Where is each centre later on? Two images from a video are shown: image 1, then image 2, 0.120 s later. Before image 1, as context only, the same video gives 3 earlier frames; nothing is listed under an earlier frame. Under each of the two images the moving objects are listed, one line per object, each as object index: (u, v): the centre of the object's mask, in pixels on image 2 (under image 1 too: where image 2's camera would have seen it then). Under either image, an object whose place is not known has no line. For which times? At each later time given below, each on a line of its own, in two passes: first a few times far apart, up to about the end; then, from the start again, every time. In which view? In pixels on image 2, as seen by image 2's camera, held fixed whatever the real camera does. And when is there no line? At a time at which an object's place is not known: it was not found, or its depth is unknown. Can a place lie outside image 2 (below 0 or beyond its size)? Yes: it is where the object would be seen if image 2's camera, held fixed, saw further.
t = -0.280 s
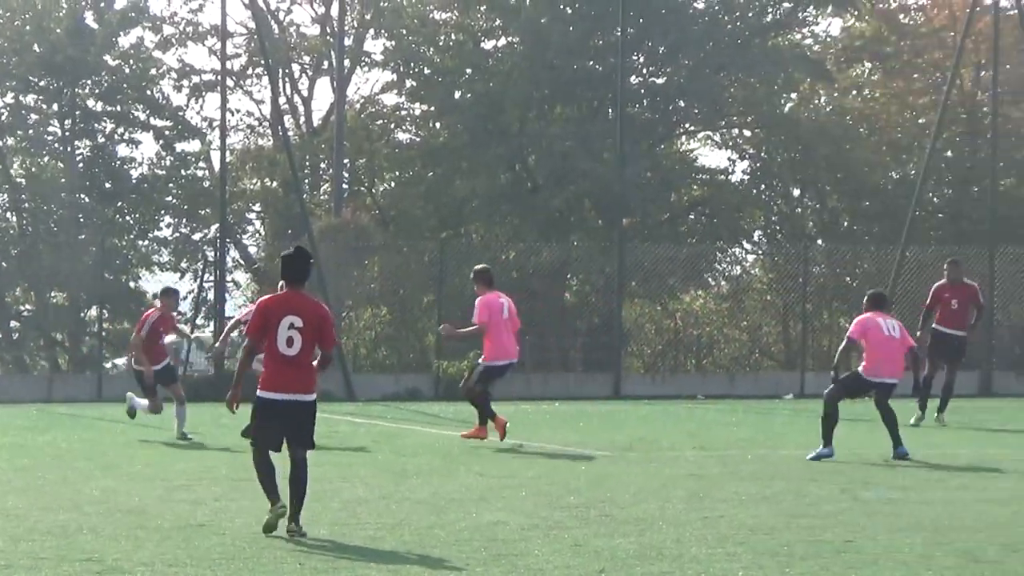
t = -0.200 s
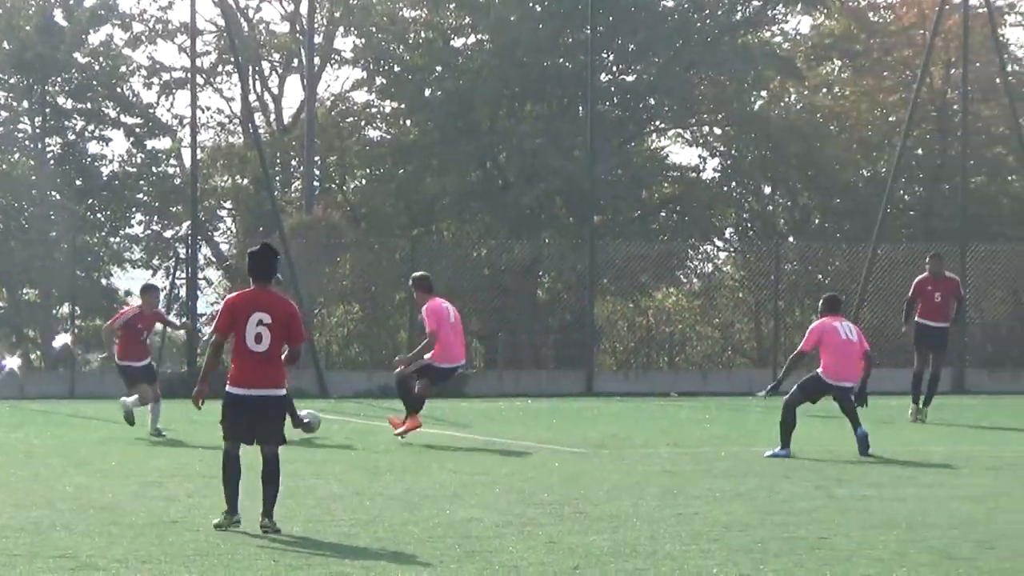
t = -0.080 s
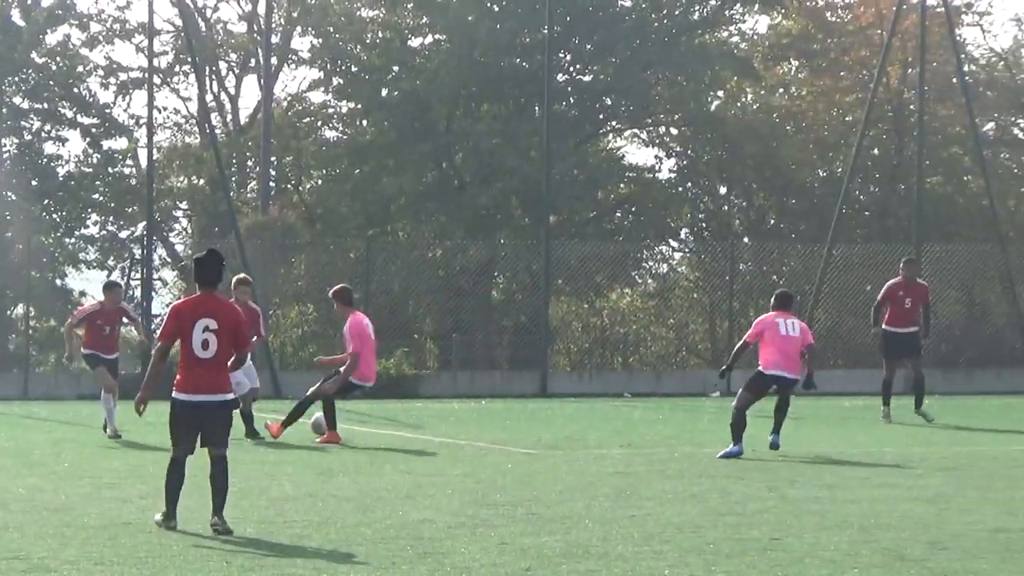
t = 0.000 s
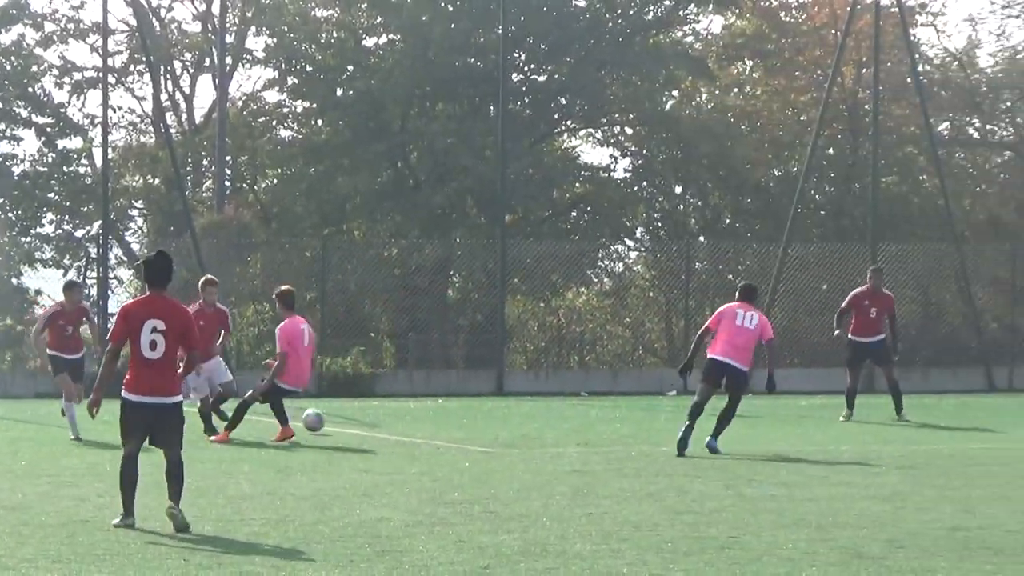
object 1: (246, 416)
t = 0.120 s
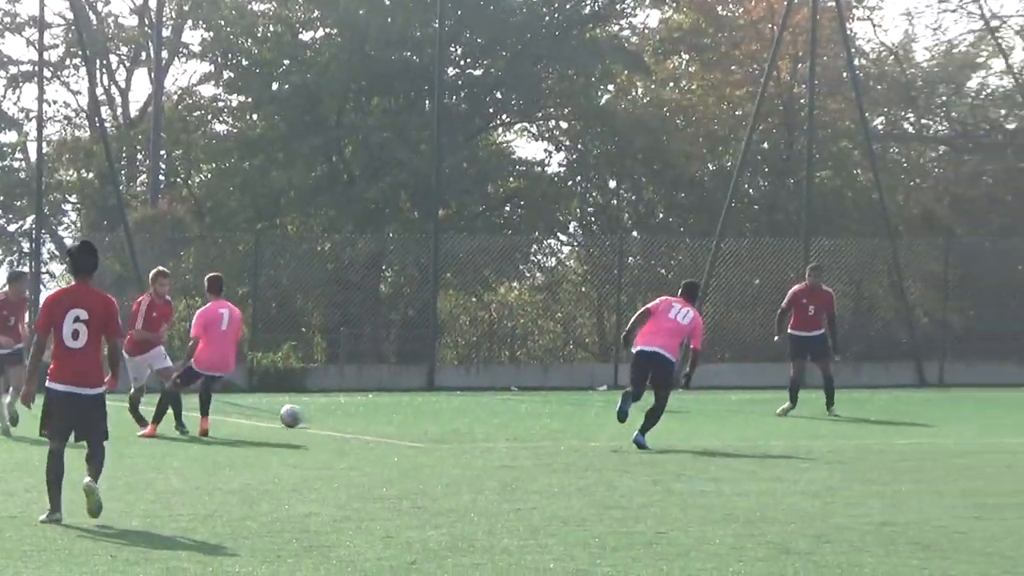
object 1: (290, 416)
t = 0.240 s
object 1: (334, 414)
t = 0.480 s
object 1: (413, 410)
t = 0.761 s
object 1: (499, 411)
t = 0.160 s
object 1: (304, 413)
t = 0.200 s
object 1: (318, 413)
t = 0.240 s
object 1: (334, 414)
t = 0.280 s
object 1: (348, 412)
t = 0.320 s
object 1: (362, 411)
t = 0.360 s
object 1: (375, 412)
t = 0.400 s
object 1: (388, 413)
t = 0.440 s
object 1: (400, 411)
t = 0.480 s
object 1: (413, 410)
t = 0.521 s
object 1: (426, 411)
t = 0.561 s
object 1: (439, 412)
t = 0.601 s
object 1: (451, 410)
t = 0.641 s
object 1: (463, 410)
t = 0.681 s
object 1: (475, 412)
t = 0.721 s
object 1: (487, 411)
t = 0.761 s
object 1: (499, 411)
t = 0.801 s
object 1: (510, 411)
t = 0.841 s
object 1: (522, 411)
